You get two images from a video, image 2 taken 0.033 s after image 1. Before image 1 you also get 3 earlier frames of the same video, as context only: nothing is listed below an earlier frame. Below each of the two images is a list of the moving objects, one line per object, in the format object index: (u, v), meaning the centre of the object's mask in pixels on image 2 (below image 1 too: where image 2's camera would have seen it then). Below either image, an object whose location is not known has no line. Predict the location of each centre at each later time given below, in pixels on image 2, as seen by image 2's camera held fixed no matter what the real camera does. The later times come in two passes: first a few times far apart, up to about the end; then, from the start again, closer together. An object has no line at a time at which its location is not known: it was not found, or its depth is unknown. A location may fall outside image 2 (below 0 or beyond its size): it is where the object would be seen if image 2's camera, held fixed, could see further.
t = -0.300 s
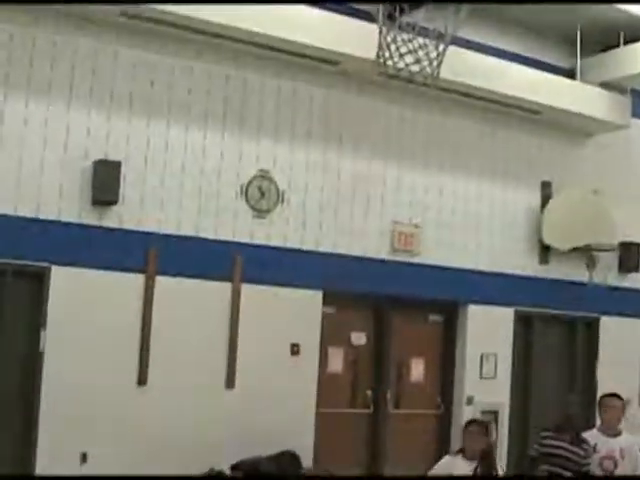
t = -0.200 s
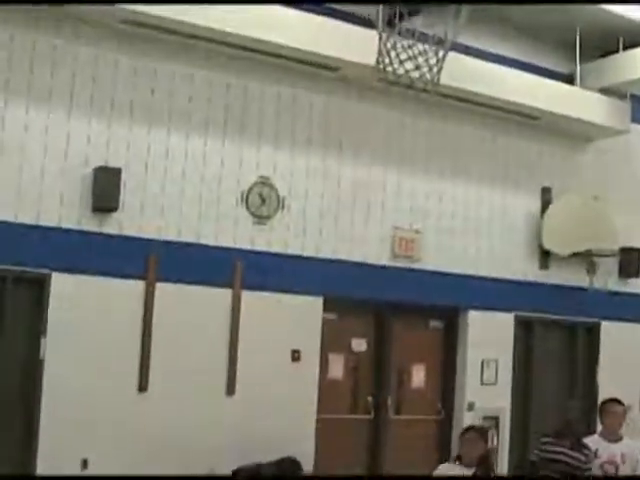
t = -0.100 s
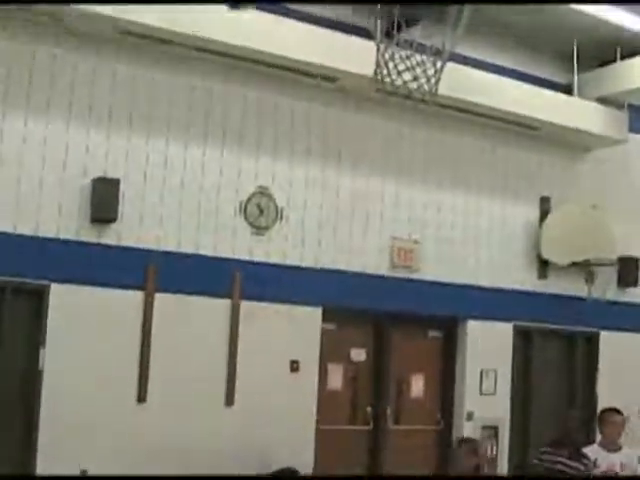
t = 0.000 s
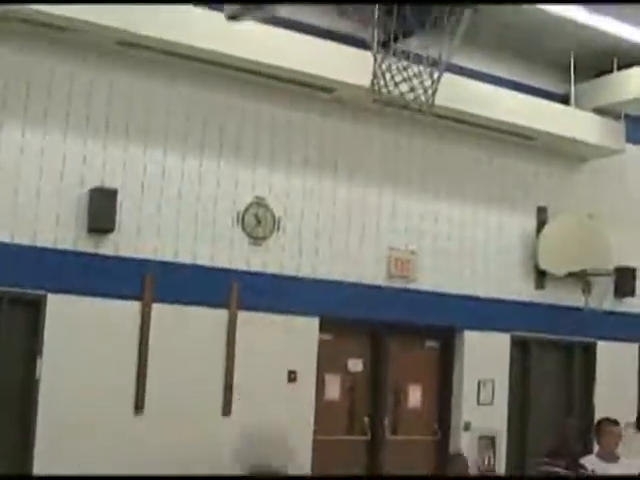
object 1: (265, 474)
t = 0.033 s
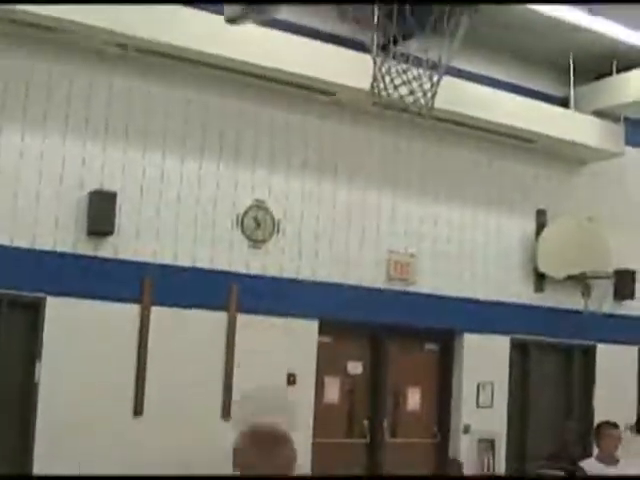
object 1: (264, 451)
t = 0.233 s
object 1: (262, 252)
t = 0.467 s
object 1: (254, 154)
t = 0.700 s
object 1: (233, 202)
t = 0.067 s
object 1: (264, 416)
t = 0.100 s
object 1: (265, 377)
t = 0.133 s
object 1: (265, 343)
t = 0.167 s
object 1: (263, 309)
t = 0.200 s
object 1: (264, 278)
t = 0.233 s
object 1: (262, 252)
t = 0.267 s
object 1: (262, 232)
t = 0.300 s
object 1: (261, 212)
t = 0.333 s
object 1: (260, 194)
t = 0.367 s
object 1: (259, 179)
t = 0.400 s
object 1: (257, 168)
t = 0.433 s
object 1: (255, 160)
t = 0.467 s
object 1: (254, 154)
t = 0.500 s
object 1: (252, 152)
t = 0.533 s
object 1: (249, 153)
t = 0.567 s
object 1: (247, 157)
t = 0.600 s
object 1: (244, 163)
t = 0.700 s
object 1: (233, 202)
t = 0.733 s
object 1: (230, 221)
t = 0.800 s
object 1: (222, 271)
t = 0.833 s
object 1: (217, 303)
